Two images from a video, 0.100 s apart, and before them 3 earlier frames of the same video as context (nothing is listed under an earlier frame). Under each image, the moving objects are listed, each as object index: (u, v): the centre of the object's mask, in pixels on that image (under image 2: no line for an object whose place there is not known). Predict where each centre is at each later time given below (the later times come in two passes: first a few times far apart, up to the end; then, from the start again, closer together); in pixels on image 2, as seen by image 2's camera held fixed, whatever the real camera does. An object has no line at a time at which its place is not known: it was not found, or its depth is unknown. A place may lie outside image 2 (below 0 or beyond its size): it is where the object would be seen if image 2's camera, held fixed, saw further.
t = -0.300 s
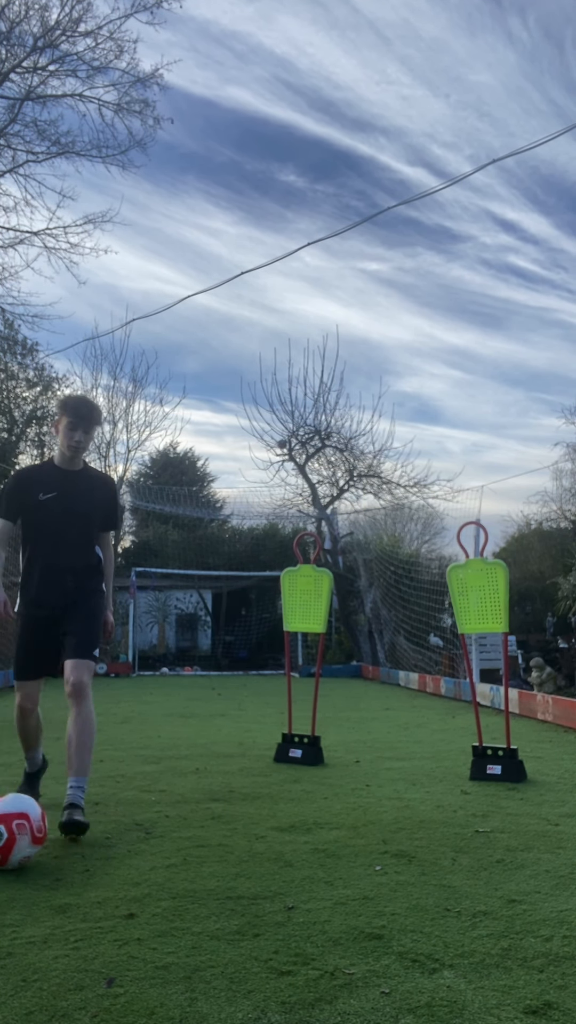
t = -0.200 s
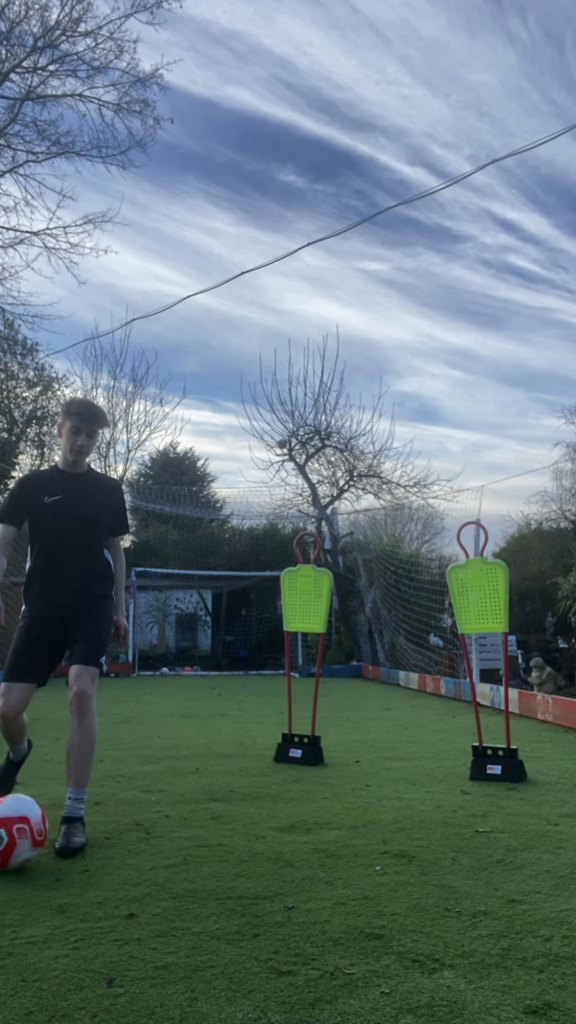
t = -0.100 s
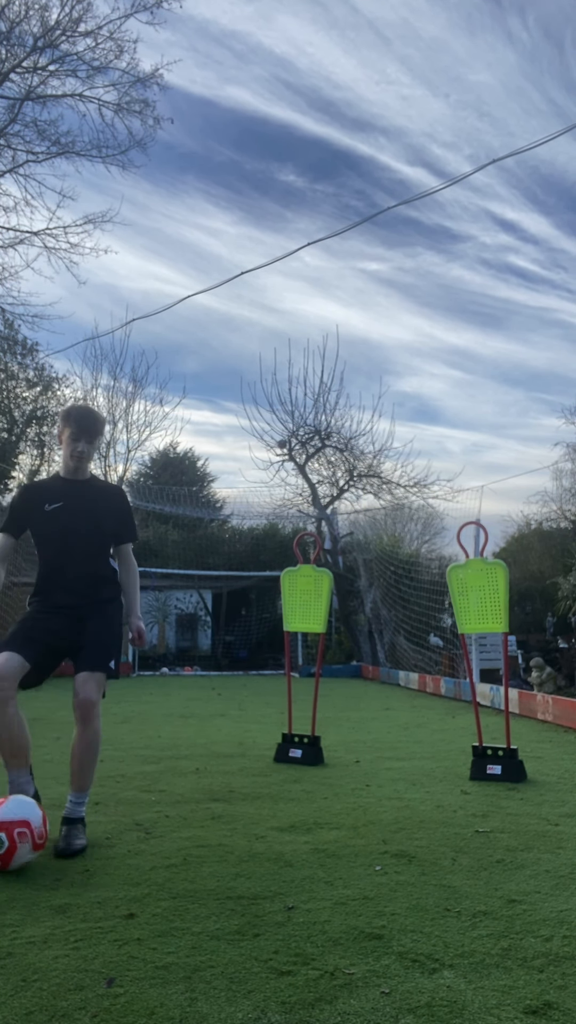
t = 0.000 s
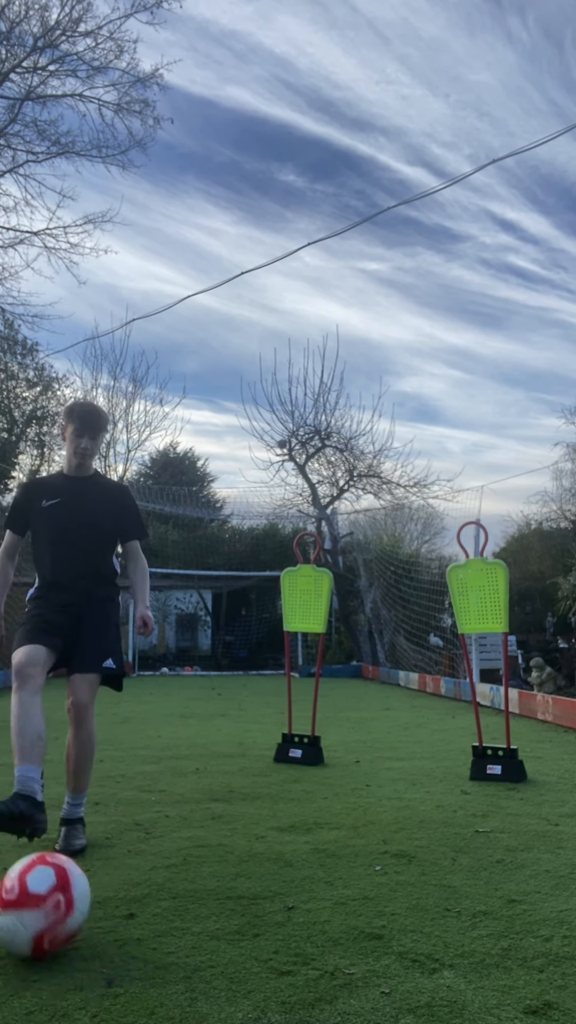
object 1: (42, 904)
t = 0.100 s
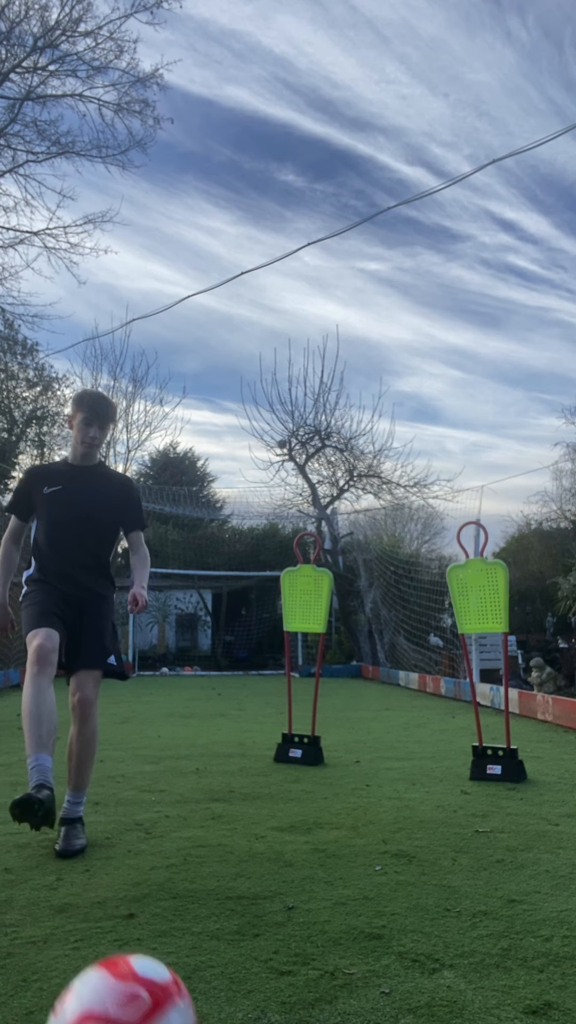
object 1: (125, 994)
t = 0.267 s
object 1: (281, 976)
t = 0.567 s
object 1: (345, 846)
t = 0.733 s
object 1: (358, 818)
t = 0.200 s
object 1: (245, 997)
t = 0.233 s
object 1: (265, 984)
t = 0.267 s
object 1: (281, 976)
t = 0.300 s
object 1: (294, 969)
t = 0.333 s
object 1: (304, 939)
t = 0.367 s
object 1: (312, 913)
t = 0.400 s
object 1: (319, 894)
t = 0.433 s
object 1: (326, 882)
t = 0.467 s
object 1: (332, 877)
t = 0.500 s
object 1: (337, 868)
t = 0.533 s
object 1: (341, 854)
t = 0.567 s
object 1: (345, 846)
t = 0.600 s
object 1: (348, 842)
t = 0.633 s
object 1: (352, 834)
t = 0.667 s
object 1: (354, 827)
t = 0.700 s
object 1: (356, 824)
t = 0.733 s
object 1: (358, 818)
